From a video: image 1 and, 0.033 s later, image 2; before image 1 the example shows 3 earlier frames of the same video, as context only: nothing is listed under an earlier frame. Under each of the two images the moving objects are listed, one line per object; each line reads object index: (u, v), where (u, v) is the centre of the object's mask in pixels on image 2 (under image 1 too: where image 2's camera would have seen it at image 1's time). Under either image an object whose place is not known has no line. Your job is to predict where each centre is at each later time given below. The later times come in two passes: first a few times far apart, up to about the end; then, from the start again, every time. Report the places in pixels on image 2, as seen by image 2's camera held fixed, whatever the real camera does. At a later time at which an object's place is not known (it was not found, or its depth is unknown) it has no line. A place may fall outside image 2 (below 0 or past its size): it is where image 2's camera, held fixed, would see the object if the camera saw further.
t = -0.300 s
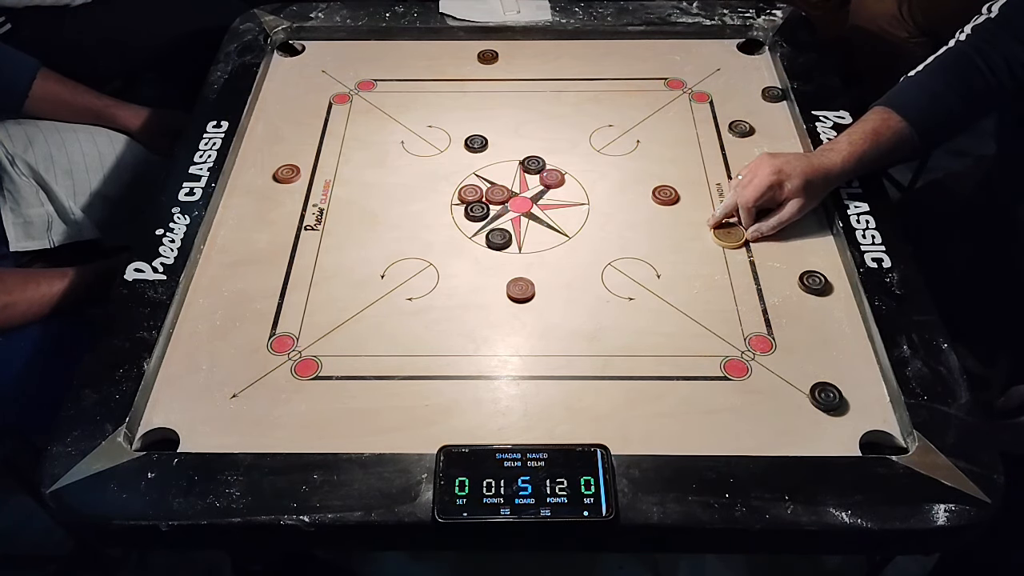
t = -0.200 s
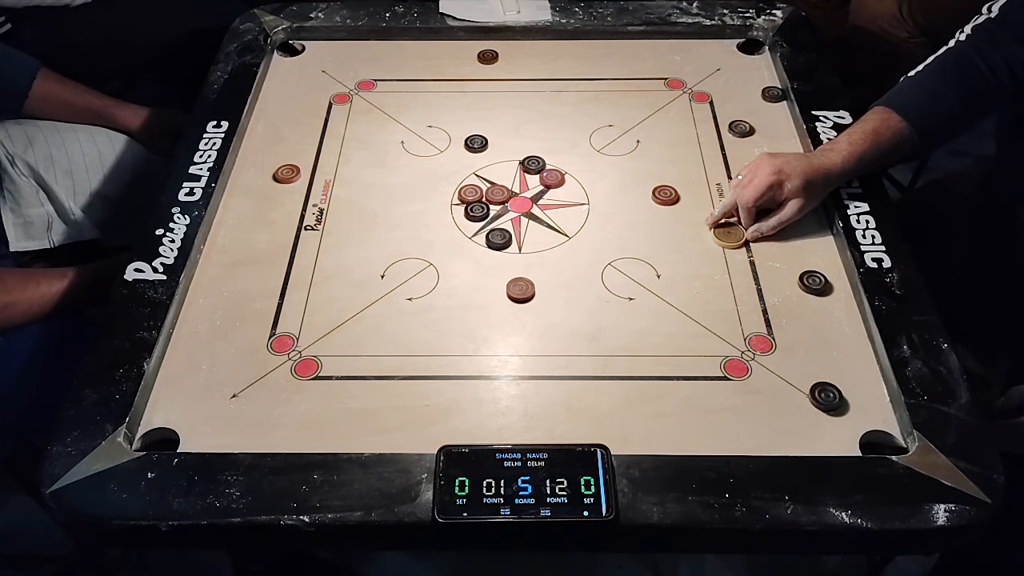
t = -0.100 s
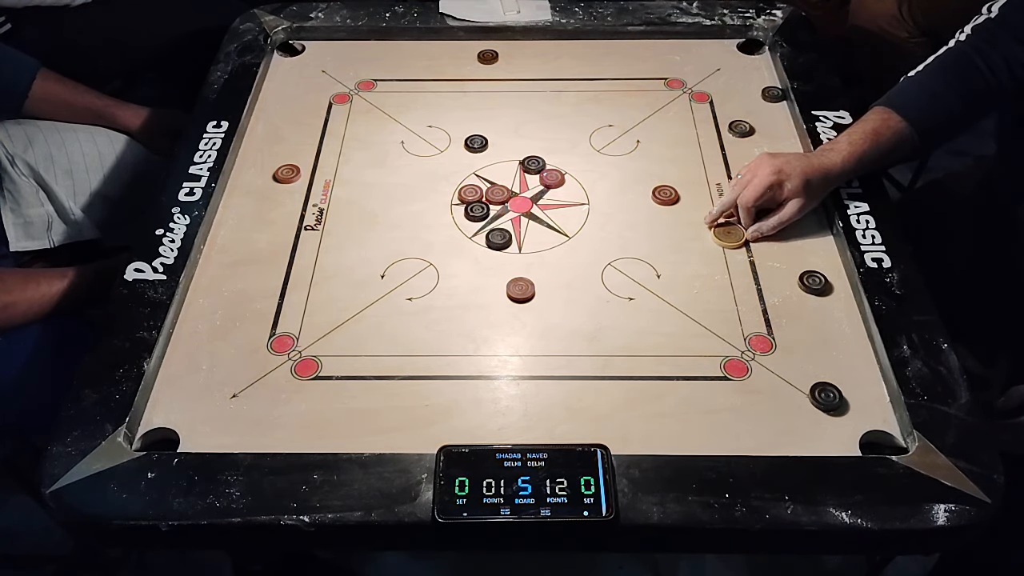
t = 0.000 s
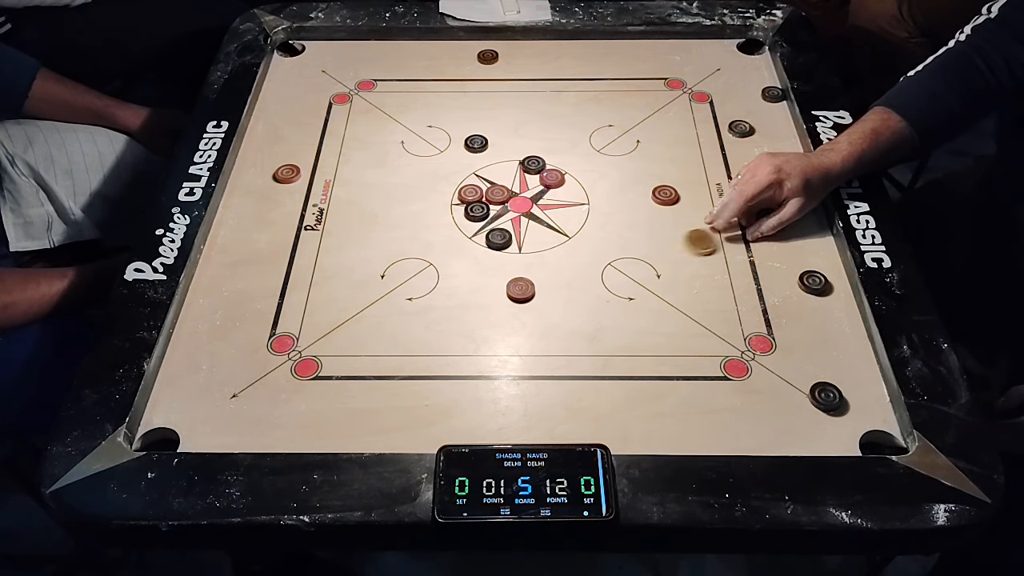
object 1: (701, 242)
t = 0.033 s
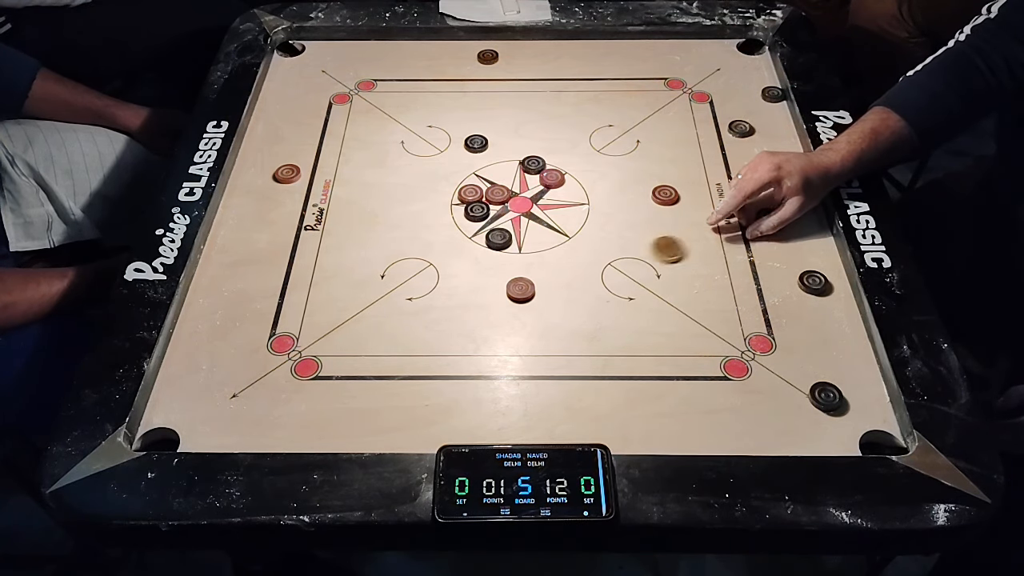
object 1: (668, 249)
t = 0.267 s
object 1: (506, 278)
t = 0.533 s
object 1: (467, 279)
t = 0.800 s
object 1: (467, 279)
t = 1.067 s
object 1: (467, 279)
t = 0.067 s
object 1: (635, 257)
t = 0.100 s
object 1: (604, 263)
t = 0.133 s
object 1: (574, 270)
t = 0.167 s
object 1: (546, 276)
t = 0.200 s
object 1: (531, 277)
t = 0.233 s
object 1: (518, 277)
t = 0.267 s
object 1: (506, 278)
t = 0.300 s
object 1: (496, 278)
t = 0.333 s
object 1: (488, 279)
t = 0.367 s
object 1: (481, 279)
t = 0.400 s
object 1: (475, 279)
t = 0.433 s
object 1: (471, 279)
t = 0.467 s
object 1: (468, 279)
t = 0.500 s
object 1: (467, 279)
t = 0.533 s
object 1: (467, 279)
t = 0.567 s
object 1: (467, 279)
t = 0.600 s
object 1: (467, 279)
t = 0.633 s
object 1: (467, 279)
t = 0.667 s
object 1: (467, 279)
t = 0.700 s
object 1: (467, 279)
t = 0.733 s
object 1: (467, 279)
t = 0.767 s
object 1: (467, 279)
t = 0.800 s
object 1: (467, 279)
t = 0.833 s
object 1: (467, 279)
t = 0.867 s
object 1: (467, 279)
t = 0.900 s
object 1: (467, 279)
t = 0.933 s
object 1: (467, 279)
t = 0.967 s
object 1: (467, 279)
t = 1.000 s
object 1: (467, 279)
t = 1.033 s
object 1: (467, 279)
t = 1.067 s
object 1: (467, 279)
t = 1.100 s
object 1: (467, 279)
